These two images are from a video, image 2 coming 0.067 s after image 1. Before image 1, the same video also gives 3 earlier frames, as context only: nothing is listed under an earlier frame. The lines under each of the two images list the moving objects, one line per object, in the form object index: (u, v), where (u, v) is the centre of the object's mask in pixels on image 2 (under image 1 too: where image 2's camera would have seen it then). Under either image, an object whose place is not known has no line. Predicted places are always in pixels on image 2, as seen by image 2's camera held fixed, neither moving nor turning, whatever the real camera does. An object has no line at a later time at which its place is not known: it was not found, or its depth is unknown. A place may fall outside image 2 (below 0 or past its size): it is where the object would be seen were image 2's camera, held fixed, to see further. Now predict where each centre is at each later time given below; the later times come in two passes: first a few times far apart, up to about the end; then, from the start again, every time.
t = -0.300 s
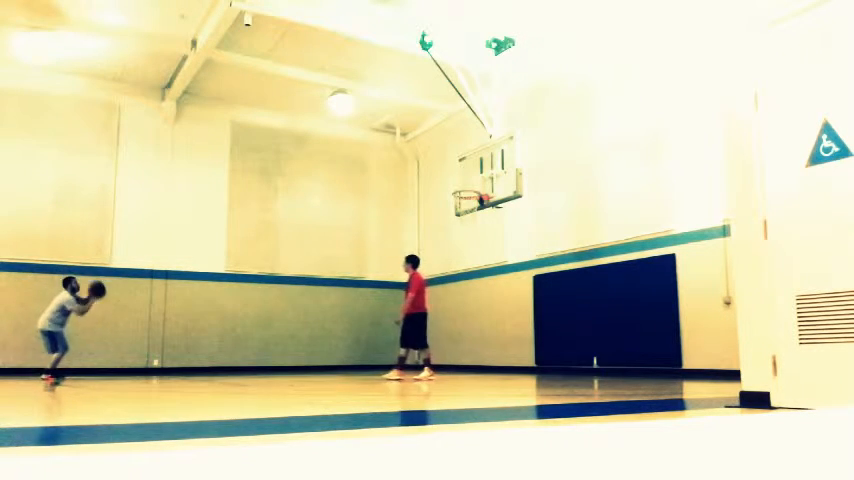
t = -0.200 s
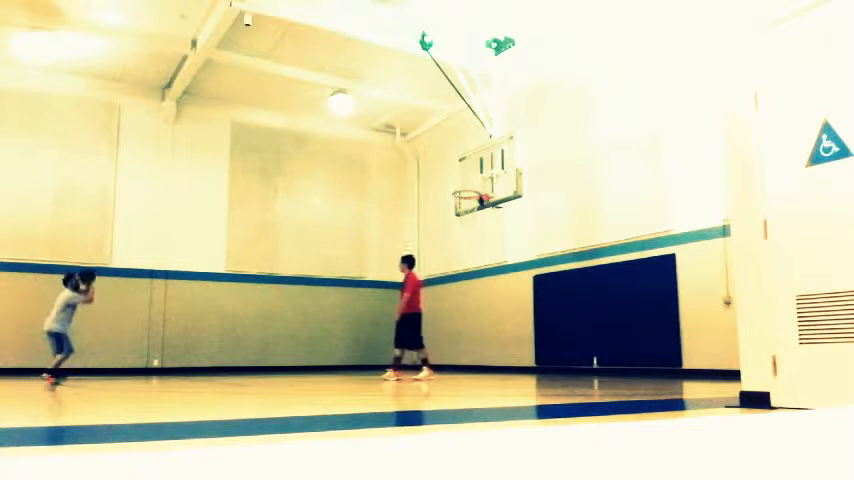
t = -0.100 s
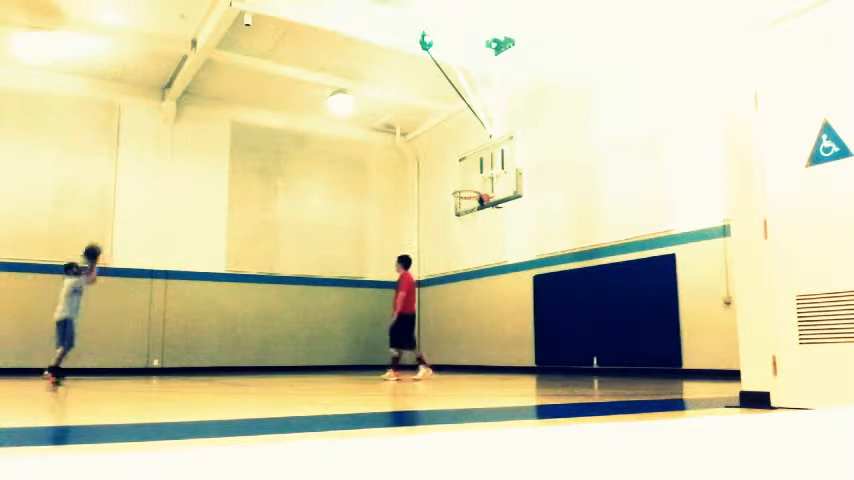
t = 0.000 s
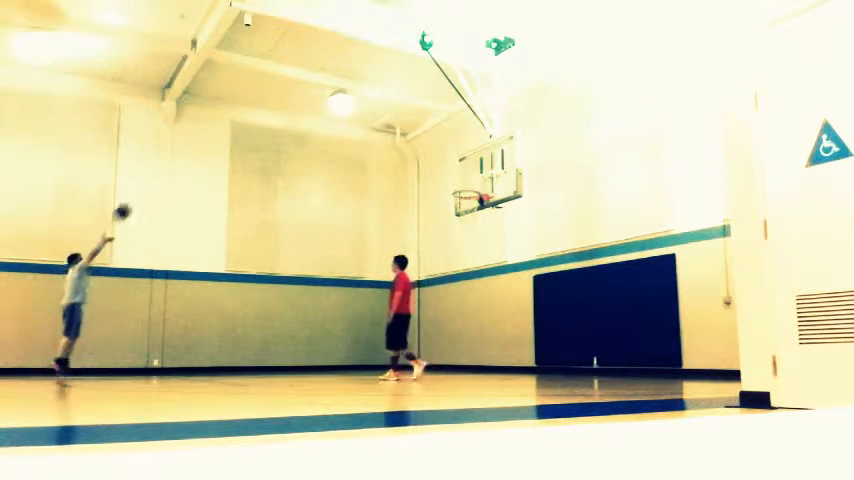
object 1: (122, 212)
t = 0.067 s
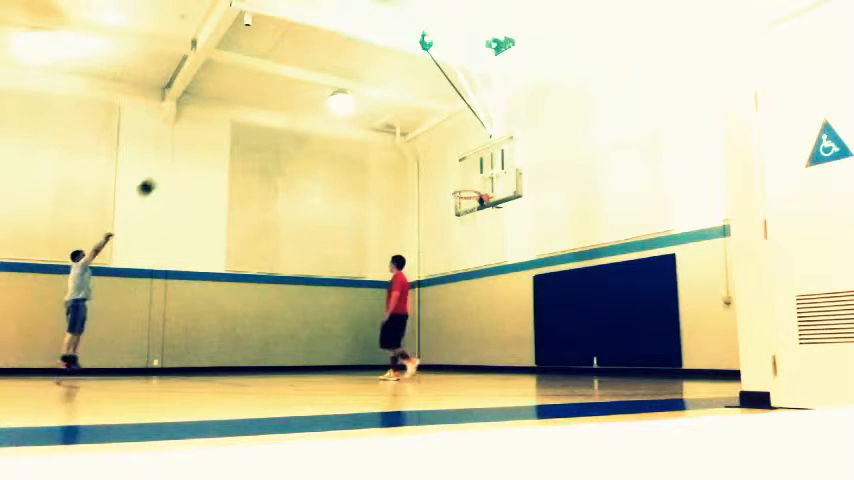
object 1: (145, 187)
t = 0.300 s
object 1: (222, 127)
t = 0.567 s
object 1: (299, 101)
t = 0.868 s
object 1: (380, 121)
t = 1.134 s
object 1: (448, 176)
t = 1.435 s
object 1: (492, 223)
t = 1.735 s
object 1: (517, 285)
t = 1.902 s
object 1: (529, 341)
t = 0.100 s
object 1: (157, 176)
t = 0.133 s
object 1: (168, 165)
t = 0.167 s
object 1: (179, 157)
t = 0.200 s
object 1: (190, 148)
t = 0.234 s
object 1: (201, 140)
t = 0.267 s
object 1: (211, 133)
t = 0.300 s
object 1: (222, 127)
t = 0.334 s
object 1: (231, 122)
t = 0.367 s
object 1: (241, 118)
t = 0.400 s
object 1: (251, 112)
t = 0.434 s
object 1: (261, 108)
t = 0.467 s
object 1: (271, 106)
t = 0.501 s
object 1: (280, 104)
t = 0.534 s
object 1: (290, 103)
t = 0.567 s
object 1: (299, 101)
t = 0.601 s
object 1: (308, 101)
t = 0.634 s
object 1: (317, 101)
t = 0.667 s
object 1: (325, 102)
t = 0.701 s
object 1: (334, 103)
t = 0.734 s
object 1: (347, 108)
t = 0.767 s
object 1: (356, 109)
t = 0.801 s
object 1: (363, 112)
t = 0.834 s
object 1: (372, 116)
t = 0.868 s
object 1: (380, 121)
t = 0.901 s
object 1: (390, 126)
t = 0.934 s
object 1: (398, 132)
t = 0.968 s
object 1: (406, 137)
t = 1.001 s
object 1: (415, 144)
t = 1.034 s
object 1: (423, 152)
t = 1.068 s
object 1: (432, 159)
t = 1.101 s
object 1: (440, 168)
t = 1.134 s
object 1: (448, 176)
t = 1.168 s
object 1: (457, 186)
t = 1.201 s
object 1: (464, 195)
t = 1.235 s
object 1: (474, 206)
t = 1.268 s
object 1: (479, 211)
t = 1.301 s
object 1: (482, 212)
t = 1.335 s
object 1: (484, 213)
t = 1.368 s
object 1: (487, 216)
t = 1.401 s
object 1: (490, 220)
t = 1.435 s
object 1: (492, 223)
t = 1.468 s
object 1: (495, 228)
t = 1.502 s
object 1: (498, 233)
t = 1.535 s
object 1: (500, 238)
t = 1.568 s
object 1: (503, 245)
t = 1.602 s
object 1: (505, 252)
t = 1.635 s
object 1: (508, 260)
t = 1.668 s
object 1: (511, 268)
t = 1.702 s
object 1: (514, 277)
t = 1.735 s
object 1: (517, 285)
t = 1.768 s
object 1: (520, 295)
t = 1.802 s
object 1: (523, 306)
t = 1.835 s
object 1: (525, 317)
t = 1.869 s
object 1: (527, 329)
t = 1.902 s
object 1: (529, 341)
